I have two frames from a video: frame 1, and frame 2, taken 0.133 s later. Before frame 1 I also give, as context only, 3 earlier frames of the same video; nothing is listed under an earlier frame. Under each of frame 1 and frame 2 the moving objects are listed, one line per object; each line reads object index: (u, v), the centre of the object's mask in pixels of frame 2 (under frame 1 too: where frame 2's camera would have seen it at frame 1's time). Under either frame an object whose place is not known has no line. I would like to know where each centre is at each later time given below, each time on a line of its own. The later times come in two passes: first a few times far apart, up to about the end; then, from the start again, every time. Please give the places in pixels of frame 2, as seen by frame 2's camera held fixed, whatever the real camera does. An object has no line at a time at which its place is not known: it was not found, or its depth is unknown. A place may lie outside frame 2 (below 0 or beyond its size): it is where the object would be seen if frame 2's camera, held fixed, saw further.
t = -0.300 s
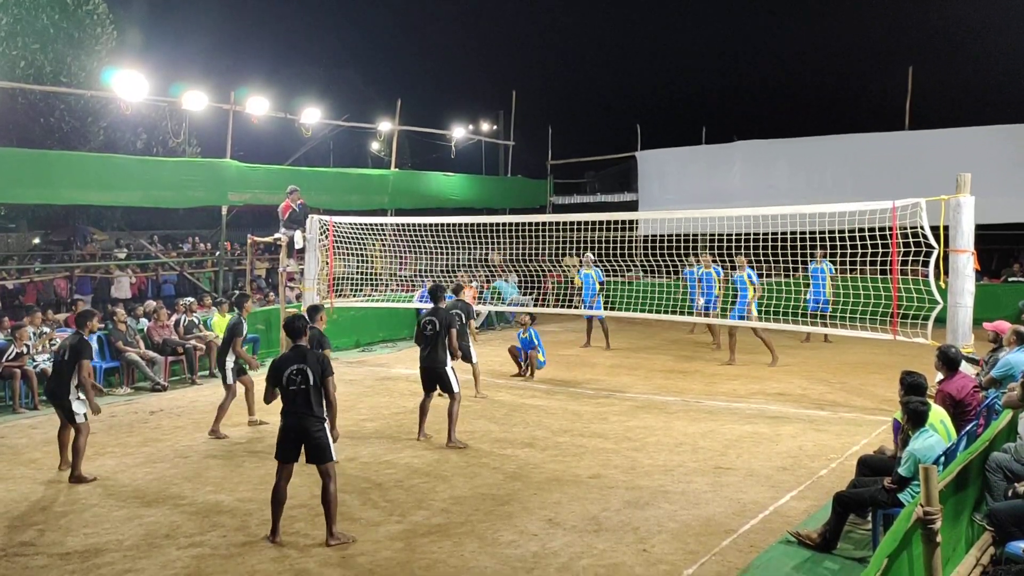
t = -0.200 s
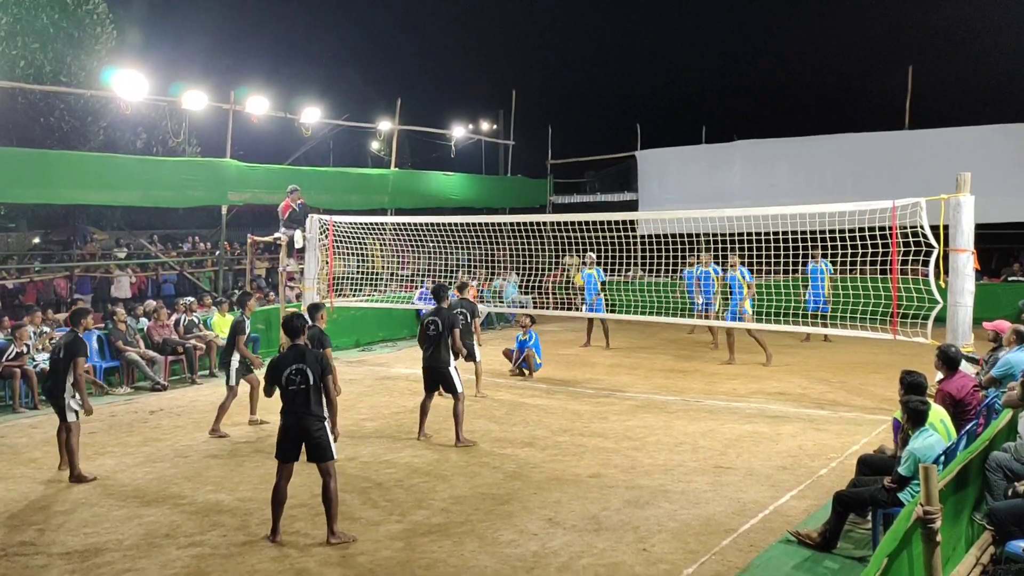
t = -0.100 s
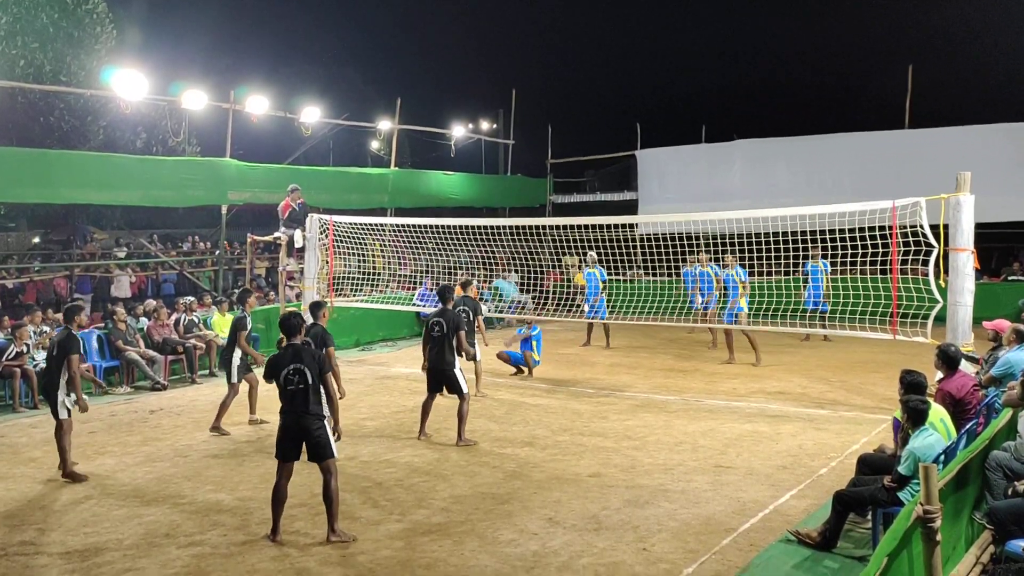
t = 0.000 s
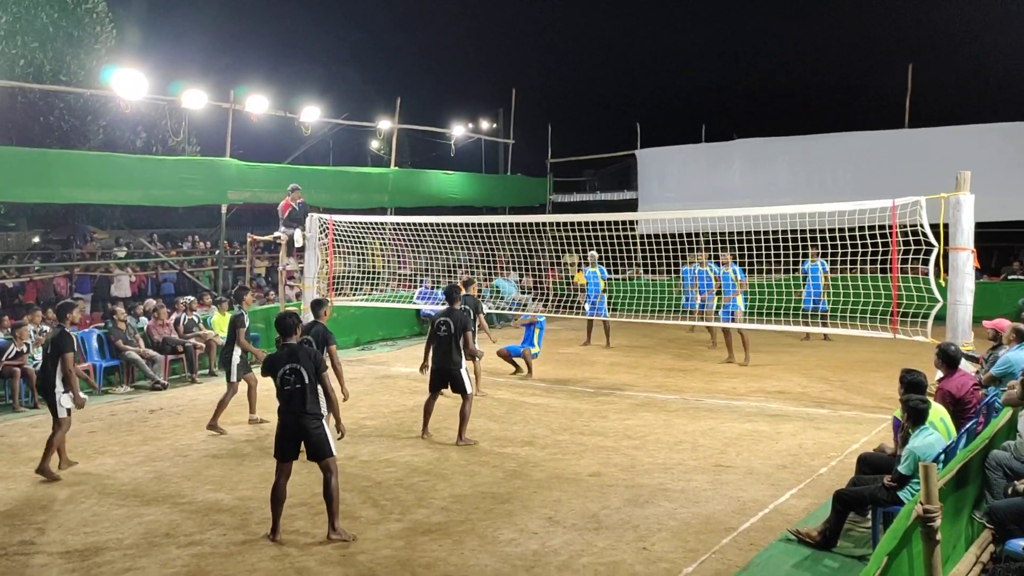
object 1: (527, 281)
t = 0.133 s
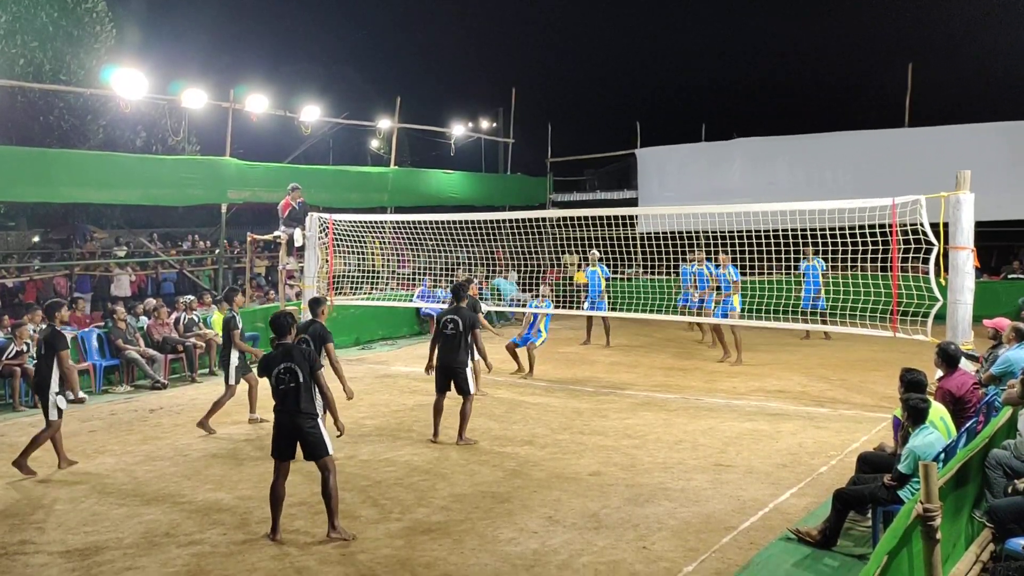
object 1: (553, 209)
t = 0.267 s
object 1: (579, 160)
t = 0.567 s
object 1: (635, 83)
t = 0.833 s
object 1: (682, 67)
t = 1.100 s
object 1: (726, 95)
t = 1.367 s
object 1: (766, 166)
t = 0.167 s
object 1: (559, 199)
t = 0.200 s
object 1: (566, 185)
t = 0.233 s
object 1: (572, 172)
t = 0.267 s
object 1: (579, 160)
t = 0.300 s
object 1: (585, 148)
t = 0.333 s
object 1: (592, 137)
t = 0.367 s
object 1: (598, 127)
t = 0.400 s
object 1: (604, 119)
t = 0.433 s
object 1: (610, 110)
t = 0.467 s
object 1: (616, 102)
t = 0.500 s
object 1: (622, 95)
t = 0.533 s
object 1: (629, 89)
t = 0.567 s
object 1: (635, 83)
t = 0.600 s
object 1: (641, 79)
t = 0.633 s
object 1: (647, 75)
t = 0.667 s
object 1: (653, 72)
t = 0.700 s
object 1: (659, 69)
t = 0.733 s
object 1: (665, 68)
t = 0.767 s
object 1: (670, 67)
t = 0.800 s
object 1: (676, 67)
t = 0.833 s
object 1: (682, 67)
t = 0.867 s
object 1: (687, 68)
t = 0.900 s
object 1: (693, 70)
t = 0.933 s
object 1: (699, 72)
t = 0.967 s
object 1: (704, 75)
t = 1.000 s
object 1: (710, 79)
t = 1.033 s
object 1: (715, 84)
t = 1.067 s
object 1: (721, 89)
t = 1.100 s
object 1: (726, 95)
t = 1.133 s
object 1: (731, 102)
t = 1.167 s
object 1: (737, 109)
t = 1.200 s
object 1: (742, 117)
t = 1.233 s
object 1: (747, 126)
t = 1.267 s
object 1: (752, 134)
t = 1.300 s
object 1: (756, 145)
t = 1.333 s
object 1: (761, 155)
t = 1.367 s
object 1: (766, 166)
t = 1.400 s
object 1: (771, 177)
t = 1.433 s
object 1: (775, 189)
